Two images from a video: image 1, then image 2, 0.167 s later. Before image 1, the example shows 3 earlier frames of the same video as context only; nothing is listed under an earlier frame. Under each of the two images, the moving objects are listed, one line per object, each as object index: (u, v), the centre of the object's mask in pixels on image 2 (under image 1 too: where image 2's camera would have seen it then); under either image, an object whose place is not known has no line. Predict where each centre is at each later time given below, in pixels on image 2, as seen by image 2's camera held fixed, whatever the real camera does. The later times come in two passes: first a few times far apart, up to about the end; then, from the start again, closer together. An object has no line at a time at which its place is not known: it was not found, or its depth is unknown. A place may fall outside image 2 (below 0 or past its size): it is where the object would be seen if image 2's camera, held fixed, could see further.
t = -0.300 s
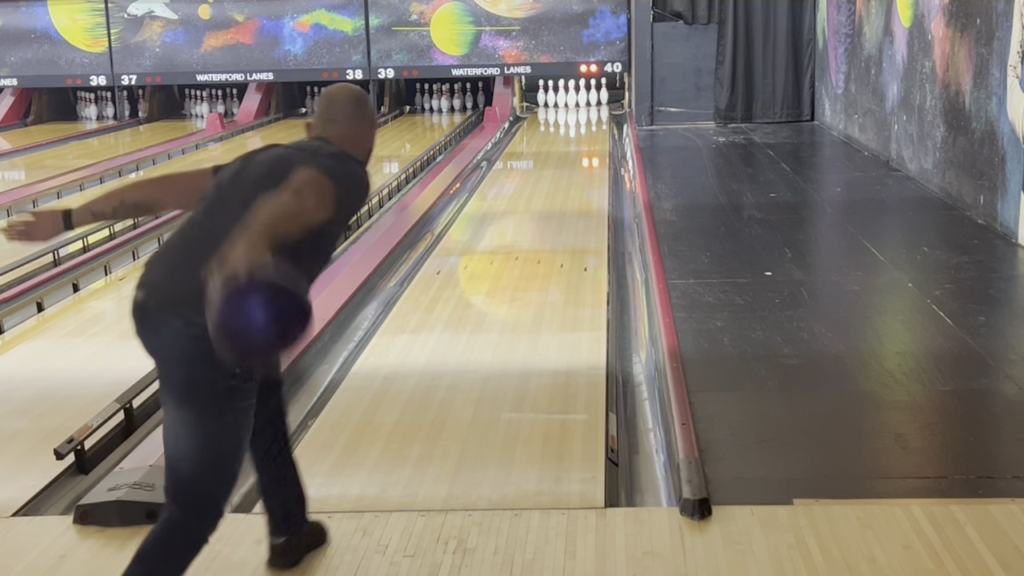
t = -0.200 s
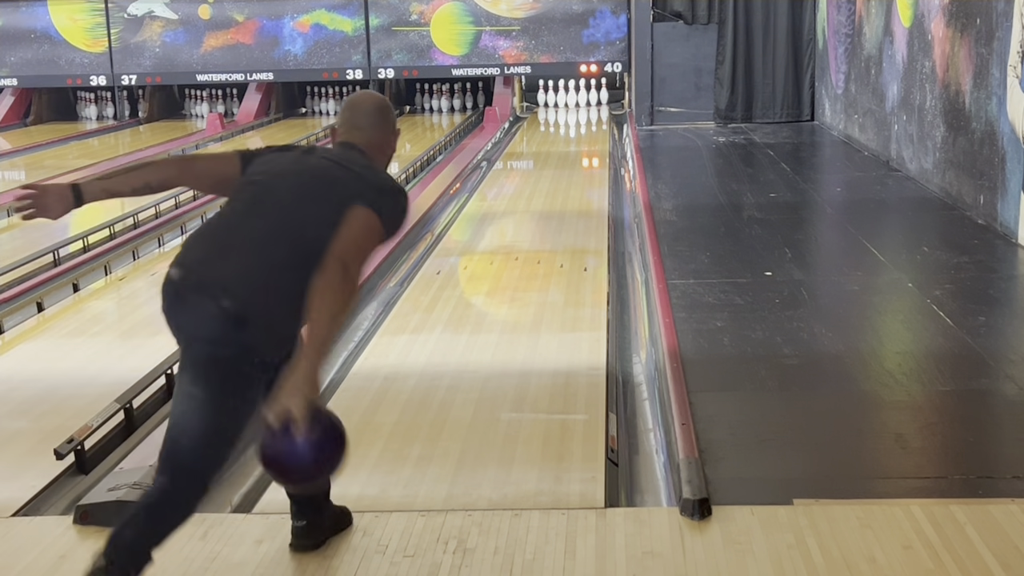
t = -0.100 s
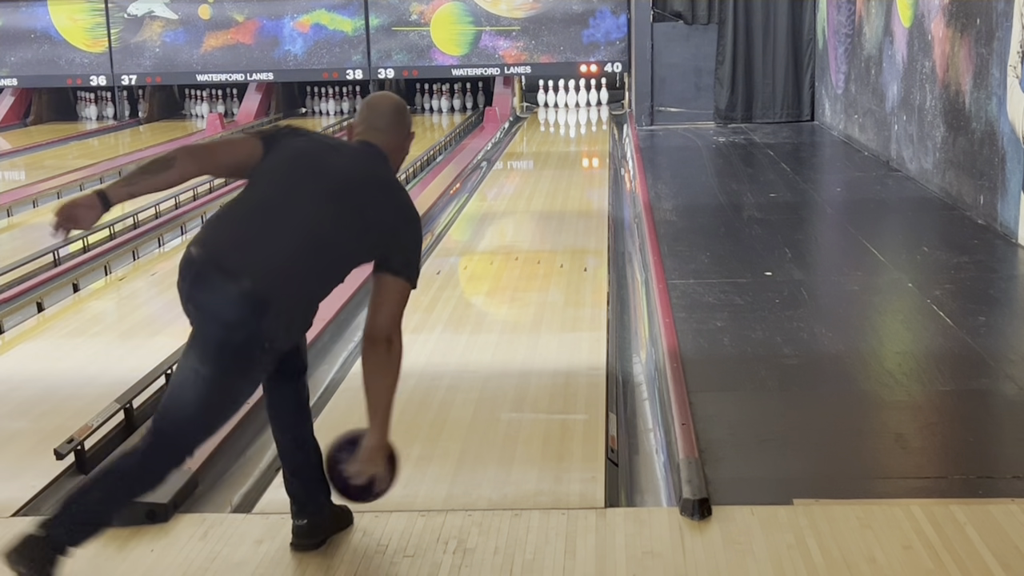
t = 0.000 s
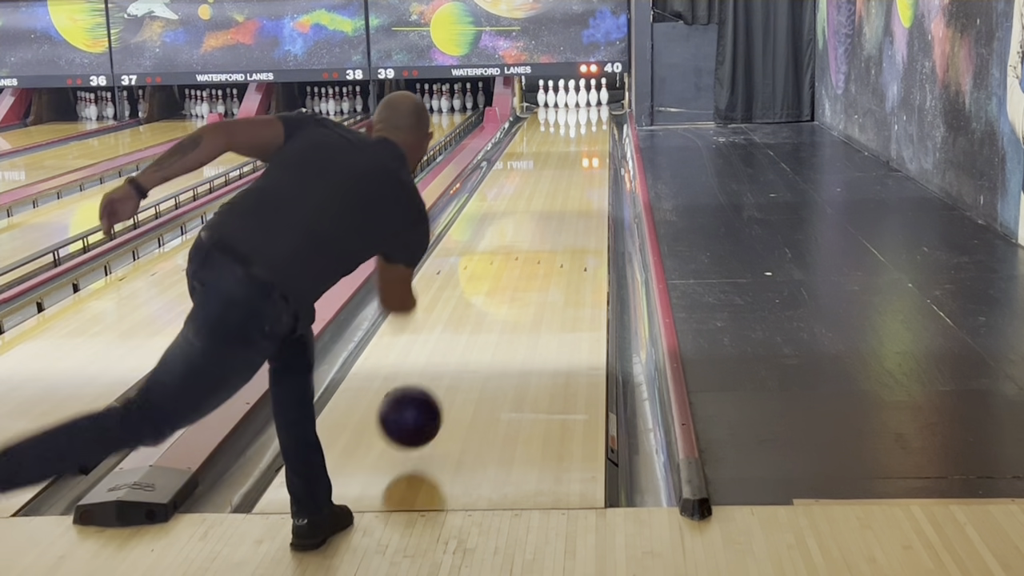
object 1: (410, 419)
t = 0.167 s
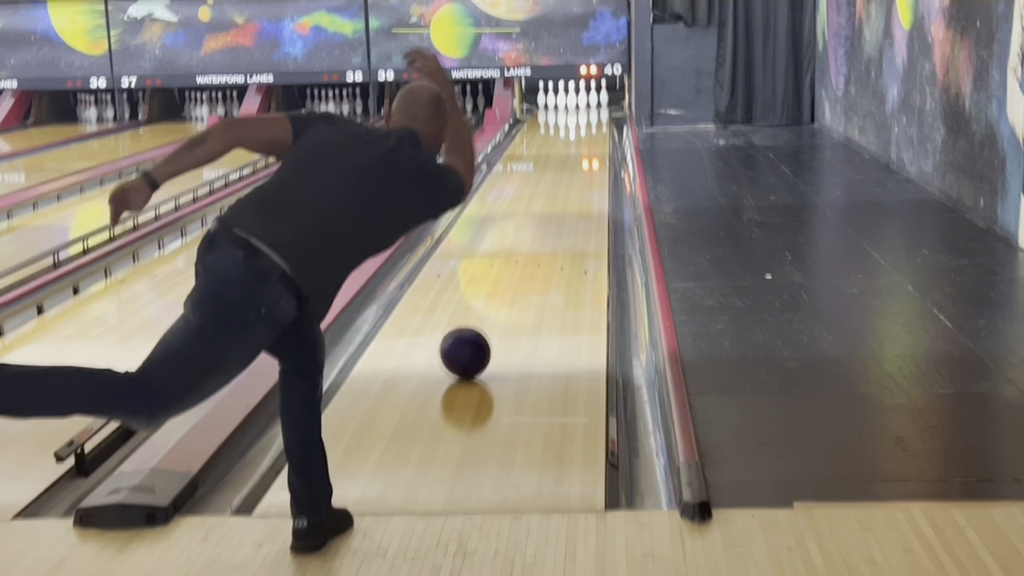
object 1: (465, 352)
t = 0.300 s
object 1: (496, 307)
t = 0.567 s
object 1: (536, 245)
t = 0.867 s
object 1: (563, 201)
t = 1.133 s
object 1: (578, 173)
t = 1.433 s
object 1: (588, 150)
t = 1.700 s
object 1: (592, 135)
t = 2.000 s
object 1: (591, 121)
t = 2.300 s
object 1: (584, 111)
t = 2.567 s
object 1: (576, 104)
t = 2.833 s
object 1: (571, 101)
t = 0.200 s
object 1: (474, 339)
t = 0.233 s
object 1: (482, 328)
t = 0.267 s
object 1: (489, 317)
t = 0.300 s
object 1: (496, 307)
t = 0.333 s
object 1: (502, 297)
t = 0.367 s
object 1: (508, 288)
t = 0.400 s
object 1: (514, 280)
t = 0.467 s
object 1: (523, 265)
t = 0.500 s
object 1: (528, 258)
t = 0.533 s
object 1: (532, 251)
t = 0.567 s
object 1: (536, 245)
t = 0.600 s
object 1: (540, 239)
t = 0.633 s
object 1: (543, 233)
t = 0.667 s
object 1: (547, 228)
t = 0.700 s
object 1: (550, 223)
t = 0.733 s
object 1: (553, 218)
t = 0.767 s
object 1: (556, 214)
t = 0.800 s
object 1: (559, 209)
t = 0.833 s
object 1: (561, 205)
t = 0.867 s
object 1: (563, 201)
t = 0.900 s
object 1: (566, 197)
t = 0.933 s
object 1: (568, 193)
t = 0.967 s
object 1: (570, 189)
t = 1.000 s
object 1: (572, 186)
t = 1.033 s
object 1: (574, 182)
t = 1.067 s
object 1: (575, 179)
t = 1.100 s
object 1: (577, 176)
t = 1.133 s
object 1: (578, 173)
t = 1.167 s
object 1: (580, 170)
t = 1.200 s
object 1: (581, 167)
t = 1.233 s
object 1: (583, 164)
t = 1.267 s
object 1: (584, 161)
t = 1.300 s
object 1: (585, 159)
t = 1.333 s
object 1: (586, 157)
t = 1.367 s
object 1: (587, 154)
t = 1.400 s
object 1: (588, 152)
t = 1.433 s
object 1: (588, 150)
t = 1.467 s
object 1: (589, 148)
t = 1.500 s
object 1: (590, 146)
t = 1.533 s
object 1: (590, 144)
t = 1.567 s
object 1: (591, 142)
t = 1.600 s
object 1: (591, 140)
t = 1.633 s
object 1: (592, 138)
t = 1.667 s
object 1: (592, 137)
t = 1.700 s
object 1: (592, 135)
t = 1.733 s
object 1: (592, 133)
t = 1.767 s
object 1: (592, 131)
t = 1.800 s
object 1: (592, 130)
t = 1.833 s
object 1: (592, 128)
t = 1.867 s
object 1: (592, 127)
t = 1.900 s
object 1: (592, 126)
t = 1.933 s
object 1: (591, 124)
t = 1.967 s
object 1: (591, 123)
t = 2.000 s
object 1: (591, 121)
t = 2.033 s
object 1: (590, 120)
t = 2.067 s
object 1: (589, 119)
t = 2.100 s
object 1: (589, 118)
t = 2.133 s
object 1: (588, 117)
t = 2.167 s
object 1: (587, 115)
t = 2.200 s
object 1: (586, 114)
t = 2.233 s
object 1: (586, 113)
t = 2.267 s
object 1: (585, 112)
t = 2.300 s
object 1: (584, 111)
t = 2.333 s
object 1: (583, 110)
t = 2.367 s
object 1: (582, 109)
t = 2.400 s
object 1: (581, 109)
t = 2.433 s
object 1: (580, 108)
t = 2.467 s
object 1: (579, 107)
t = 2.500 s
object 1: (578, 106)
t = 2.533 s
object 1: (577, 105)
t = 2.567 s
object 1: (576, 104)
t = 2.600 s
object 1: (575, 103)
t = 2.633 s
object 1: (576, 103)
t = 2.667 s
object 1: (575, 102)
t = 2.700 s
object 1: (574, 102)
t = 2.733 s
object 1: (573, 101)
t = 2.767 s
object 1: (573, 101)
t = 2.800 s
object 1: (572, 101)
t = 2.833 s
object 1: (571, 101)
